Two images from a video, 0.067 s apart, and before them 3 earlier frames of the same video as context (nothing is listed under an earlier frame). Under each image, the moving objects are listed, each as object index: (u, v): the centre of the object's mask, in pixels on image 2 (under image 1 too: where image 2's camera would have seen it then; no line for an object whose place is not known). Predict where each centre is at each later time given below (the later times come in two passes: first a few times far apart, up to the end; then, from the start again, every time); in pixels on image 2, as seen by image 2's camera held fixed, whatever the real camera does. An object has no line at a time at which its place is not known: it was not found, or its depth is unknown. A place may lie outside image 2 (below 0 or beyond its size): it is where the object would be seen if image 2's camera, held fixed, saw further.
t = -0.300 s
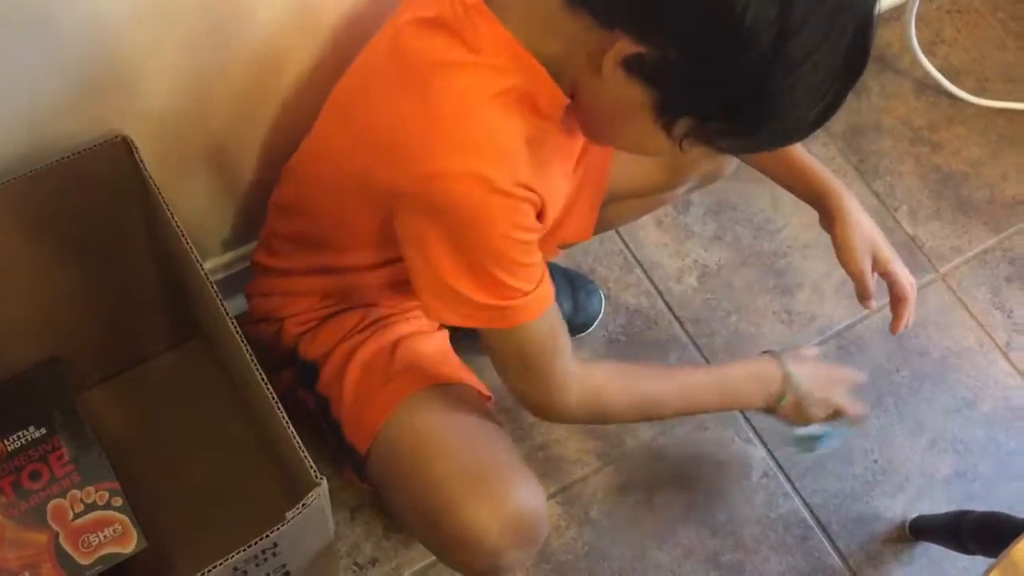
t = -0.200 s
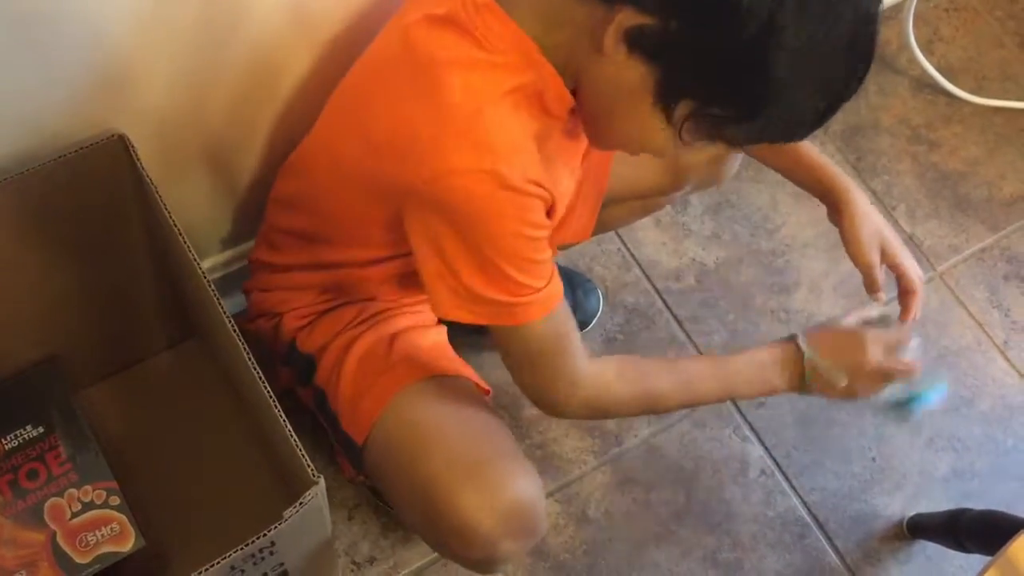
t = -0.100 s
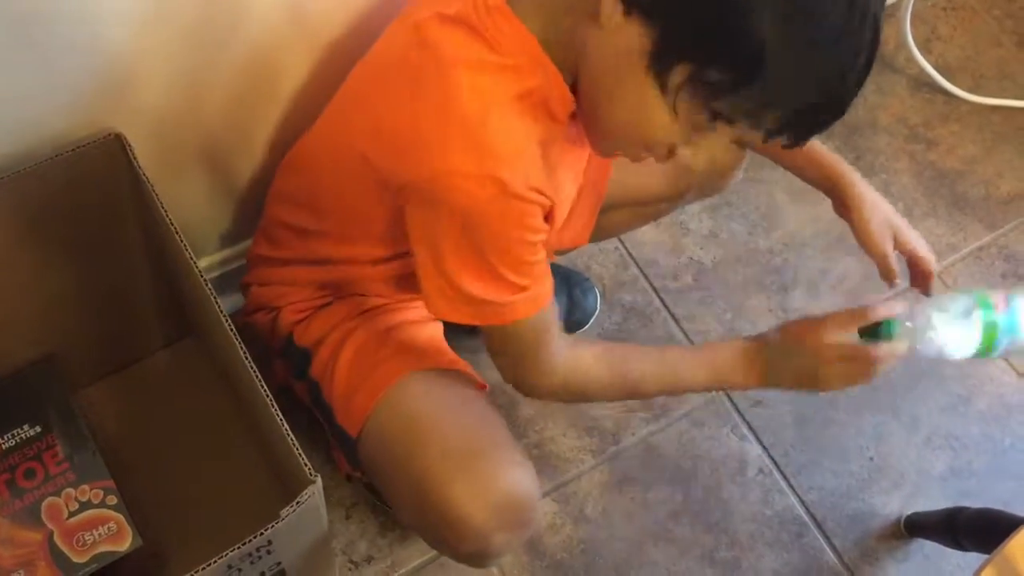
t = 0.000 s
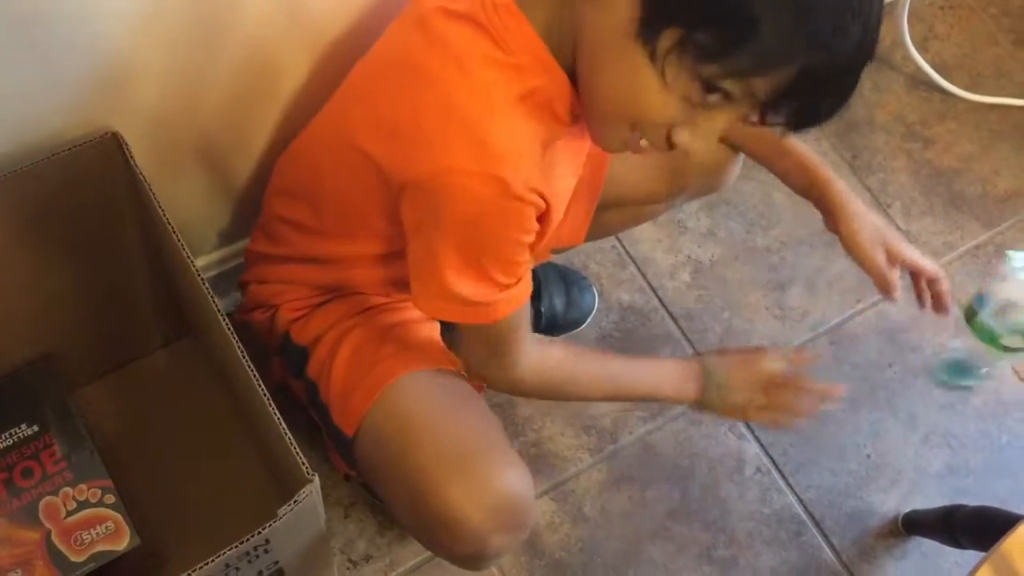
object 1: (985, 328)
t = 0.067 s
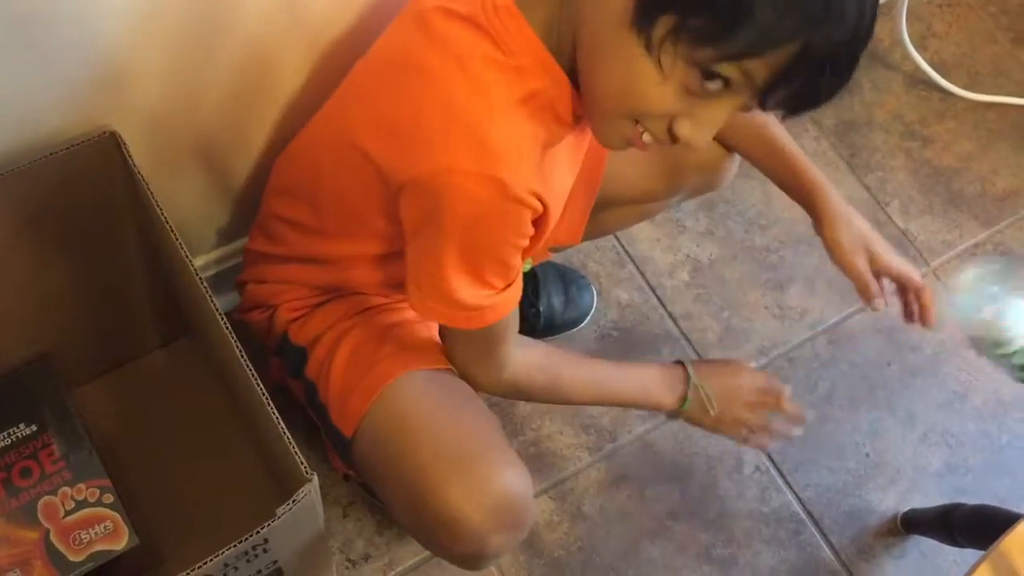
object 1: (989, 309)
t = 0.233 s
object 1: (911, 396)
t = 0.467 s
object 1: (904, 401)
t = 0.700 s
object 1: (906, 416)
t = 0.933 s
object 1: (909, 421)
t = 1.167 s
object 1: (907, 419)
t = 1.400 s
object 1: (904, 410)
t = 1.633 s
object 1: (903, 409)
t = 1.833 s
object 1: (906, 416)
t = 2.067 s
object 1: (904, 413)
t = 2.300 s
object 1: (904, 410)
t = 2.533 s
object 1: (906, 416)
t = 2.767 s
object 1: (905, 413)
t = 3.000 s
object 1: (907, 415)
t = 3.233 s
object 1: (905, 412)
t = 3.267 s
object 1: (906, 412)
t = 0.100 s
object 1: (974, 327)
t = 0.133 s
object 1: (963, 349)
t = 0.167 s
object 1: (940, 371)
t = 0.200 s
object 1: (913, 392)
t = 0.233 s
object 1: (911, 396)
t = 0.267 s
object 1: (914, 393)
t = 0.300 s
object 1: (916, 391)
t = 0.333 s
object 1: (915, 392)
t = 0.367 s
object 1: (913, 394)
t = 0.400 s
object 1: (909, 398)
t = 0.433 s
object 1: (903, 402)
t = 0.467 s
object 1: (904, 401)
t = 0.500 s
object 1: (904, 404)
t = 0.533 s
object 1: (904, 407)
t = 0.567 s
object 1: (904, 409)
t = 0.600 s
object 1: (904, 411)
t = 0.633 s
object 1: (904, 413)
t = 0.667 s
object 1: (905, 415)
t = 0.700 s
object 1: (906, 416)
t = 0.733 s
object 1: (908, 417)
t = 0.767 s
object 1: (908, 418)
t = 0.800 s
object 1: (908, 419)
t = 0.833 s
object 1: (909, 421)
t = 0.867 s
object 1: (909, 421)
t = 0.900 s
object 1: (909, 421)
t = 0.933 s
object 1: (909, 421)
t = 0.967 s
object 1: (909, 421)
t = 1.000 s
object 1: (909, 421)
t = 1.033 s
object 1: (909, 421)
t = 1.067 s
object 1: (909, 421)
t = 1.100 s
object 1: (909, 420)
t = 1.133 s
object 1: (908, 419)
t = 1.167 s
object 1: (907, 419)
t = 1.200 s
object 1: (908, 418)
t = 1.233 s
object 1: (906, 417)
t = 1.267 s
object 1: (905, 416)
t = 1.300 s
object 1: (905, 414)
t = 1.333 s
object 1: (905, 412)
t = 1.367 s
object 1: (904, 412)
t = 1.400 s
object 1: (904, 410)
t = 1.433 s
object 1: (903, 409)
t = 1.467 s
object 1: (902, 408)
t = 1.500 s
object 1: (902, 407)
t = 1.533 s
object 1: (902, 407)
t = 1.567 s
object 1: (902, 408)
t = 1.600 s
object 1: (903, 408)
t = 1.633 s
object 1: (903, 409)
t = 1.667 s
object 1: (903, 409)
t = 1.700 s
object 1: (903, 409)
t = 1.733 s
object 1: (903, 411)
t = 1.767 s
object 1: (903, 413)
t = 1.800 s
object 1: (905, 415)
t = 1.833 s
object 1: (906, 416)
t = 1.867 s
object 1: (906, 416)
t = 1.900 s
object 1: (906, 415)
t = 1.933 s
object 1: (906, 416)
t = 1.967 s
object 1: (906, 417)
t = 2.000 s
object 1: (905, 417)
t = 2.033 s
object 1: (905, 415)
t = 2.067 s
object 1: (904, 413)
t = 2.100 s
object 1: (904, 412)
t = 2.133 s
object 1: (904, 411)
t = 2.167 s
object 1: (903, 411)
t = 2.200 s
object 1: (904, 411)
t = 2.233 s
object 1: (904, 410)
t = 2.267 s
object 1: (903, 410)
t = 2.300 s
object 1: (904, 410)
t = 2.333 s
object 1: (904, 412)
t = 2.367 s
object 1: (905, 413)
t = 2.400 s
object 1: (906, 415)
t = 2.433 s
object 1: (905, 416)
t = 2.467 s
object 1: (906, 415)
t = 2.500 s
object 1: (906, 416)
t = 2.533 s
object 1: (906, 416)
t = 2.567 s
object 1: (906, 417)
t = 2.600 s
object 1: (906, 415)
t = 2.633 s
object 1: (905, 414)
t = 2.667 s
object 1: (905, 413)
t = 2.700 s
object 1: (905, 413)
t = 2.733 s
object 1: (905, 413)
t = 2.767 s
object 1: (905, 413)
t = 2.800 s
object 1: (905, 412)
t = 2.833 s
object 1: (905, 413)
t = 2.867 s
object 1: (905, 414)
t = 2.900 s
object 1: (906, 414)
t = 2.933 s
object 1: (907, 415)
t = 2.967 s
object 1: (907, 415)
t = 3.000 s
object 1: (907, 415)
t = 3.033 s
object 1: (907, 414)
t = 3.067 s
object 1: (907, 414)
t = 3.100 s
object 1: (907, 414)
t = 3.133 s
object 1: (906, 414)
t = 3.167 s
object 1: (906, 412)
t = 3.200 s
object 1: (905, 412)
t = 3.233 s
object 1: (905, 412)
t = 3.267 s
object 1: (906, 412)
